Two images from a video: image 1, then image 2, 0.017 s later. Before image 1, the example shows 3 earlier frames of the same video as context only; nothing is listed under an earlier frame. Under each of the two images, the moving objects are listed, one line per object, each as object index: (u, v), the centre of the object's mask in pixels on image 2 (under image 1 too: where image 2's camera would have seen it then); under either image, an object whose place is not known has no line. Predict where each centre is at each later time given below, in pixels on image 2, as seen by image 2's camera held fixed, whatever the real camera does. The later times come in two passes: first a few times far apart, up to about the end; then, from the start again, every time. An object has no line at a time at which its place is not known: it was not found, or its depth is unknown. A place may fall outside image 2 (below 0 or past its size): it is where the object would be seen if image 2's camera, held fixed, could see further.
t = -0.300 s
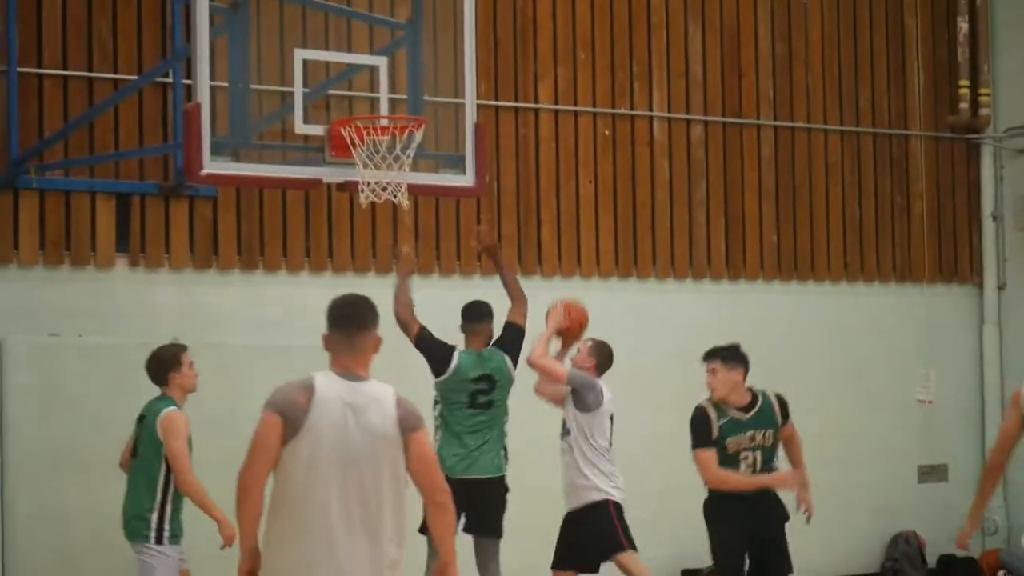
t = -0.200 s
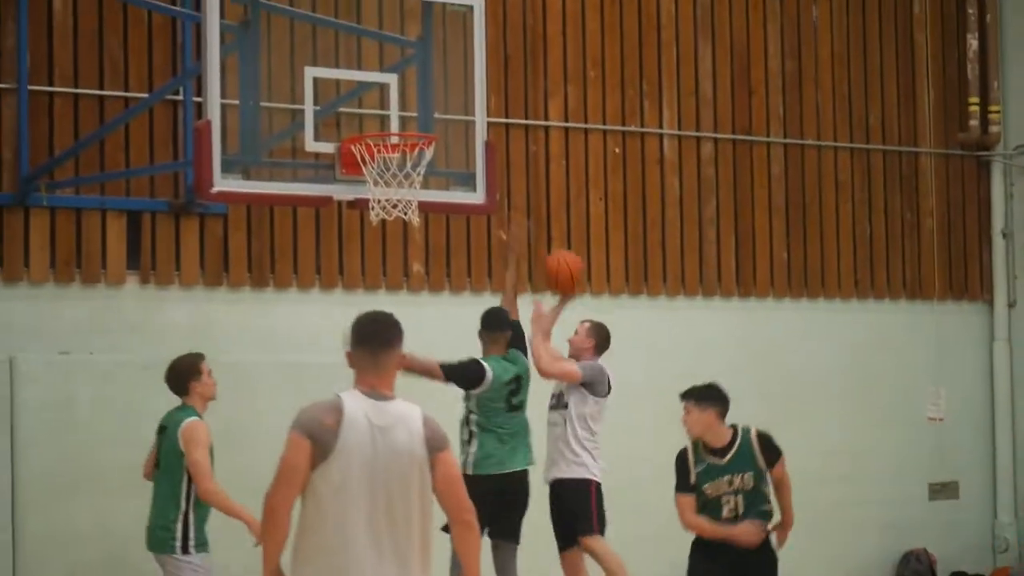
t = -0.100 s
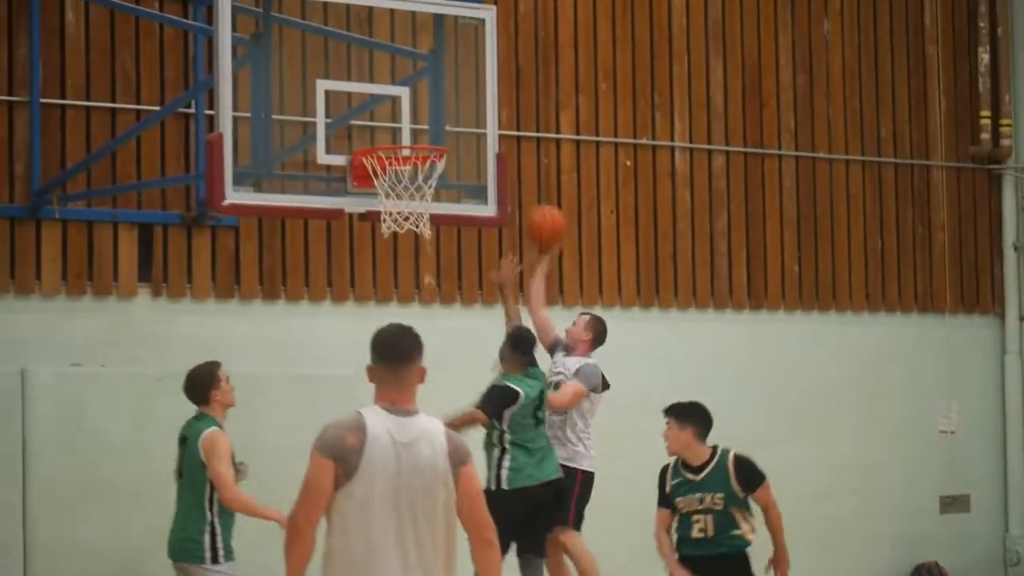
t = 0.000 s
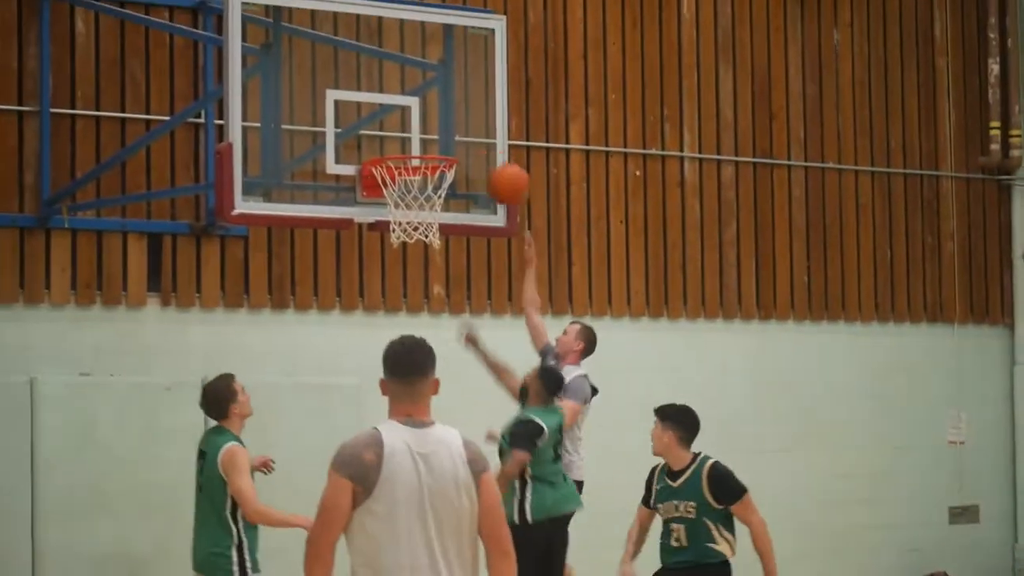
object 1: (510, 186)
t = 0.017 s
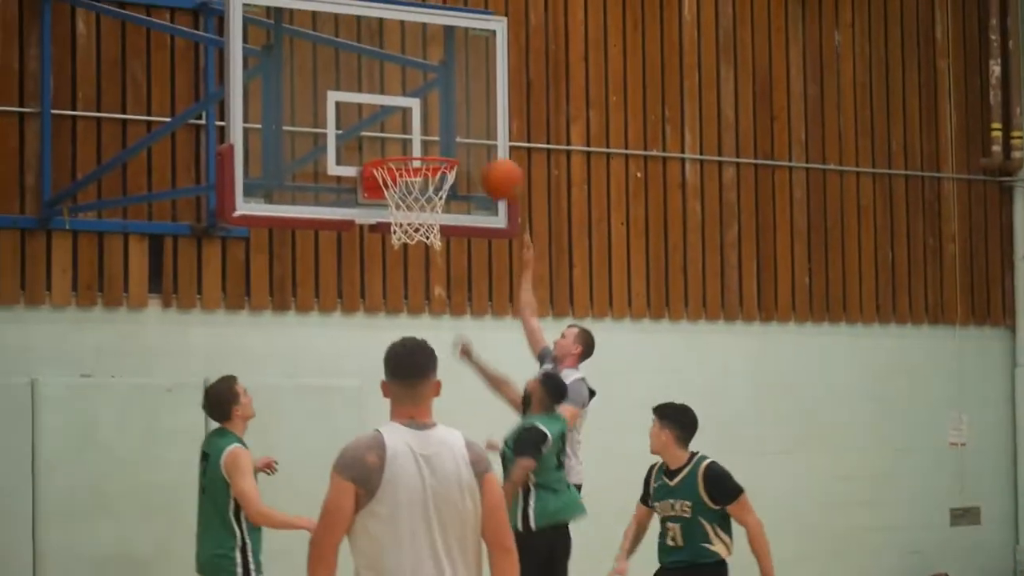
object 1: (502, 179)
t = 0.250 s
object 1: (444, 139)
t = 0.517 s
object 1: (420, 148)
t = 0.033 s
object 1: (494, 172)
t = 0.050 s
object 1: (485, 166)
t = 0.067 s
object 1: (476, 162)
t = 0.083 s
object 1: (471, 156)
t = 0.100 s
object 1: (463, 150)
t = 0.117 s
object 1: (461, 146)
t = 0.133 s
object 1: (458, 143)
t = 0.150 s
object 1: (456, 140)
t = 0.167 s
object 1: (453, 139)
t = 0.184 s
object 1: (451, 138)
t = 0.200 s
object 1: (450, 138)
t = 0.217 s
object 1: (448, 138)
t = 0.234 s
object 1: (446, 138)
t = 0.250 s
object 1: (444, 139)
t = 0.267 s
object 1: (442, 140)
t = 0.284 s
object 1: (440, 141)
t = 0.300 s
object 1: (438, 142)
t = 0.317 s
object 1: (436, 143)
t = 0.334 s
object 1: (435, 142)
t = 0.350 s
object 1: (434, 141)
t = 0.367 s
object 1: (431, 140)
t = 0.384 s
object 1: (430, 139)
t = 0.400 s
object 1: (429, 139)
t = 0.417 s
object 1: (427, 140)
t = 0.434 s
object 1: (426, 140)
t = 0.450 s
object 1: (425, 142)
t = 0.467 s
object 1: (424, 143)
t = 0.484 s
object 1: (423, 144)
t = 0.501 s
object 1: (421, 146)
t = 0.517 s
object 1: (420, 148)
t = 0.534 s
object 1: (418, 162)
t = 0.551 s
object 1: (417, 168)
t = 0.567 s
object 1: (416, 172)
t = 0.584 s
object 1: (415, 177)
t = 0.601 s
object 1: (414, 181)
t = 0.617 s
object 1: (411, 190)
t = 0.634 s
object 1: (410, 198)
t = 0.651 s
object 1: (408, 209)
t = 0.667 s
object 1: (408, 216)
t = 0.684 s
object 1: (406, 220)
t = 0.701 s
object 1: (403, 229)
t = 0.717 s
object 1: (403, 251)
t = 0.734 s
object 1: (401, 254)
